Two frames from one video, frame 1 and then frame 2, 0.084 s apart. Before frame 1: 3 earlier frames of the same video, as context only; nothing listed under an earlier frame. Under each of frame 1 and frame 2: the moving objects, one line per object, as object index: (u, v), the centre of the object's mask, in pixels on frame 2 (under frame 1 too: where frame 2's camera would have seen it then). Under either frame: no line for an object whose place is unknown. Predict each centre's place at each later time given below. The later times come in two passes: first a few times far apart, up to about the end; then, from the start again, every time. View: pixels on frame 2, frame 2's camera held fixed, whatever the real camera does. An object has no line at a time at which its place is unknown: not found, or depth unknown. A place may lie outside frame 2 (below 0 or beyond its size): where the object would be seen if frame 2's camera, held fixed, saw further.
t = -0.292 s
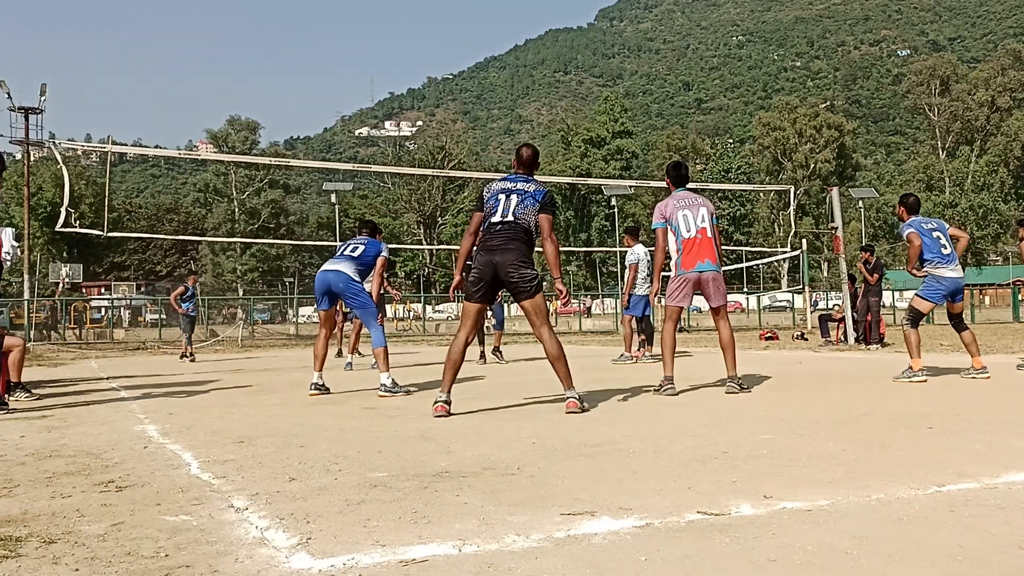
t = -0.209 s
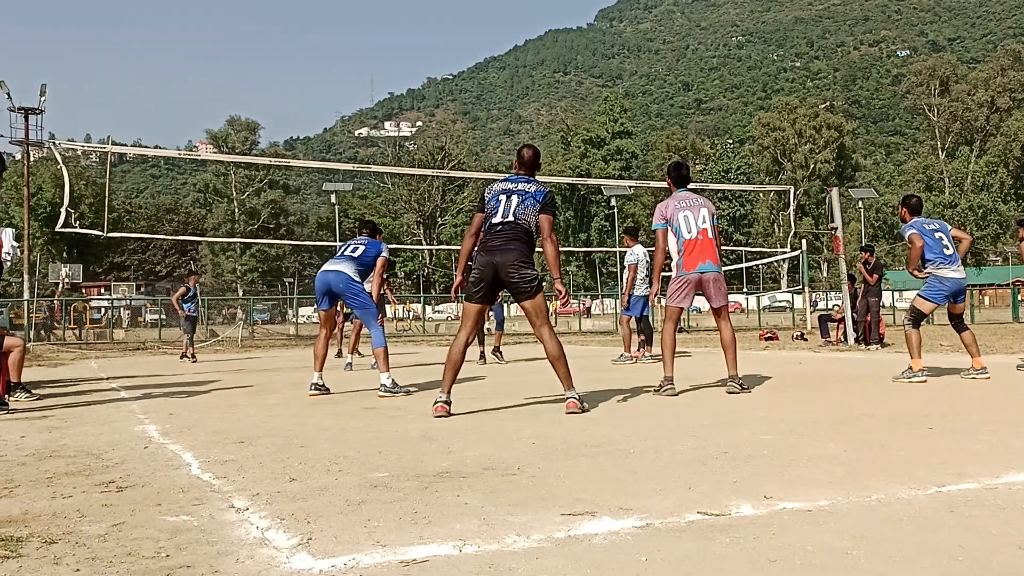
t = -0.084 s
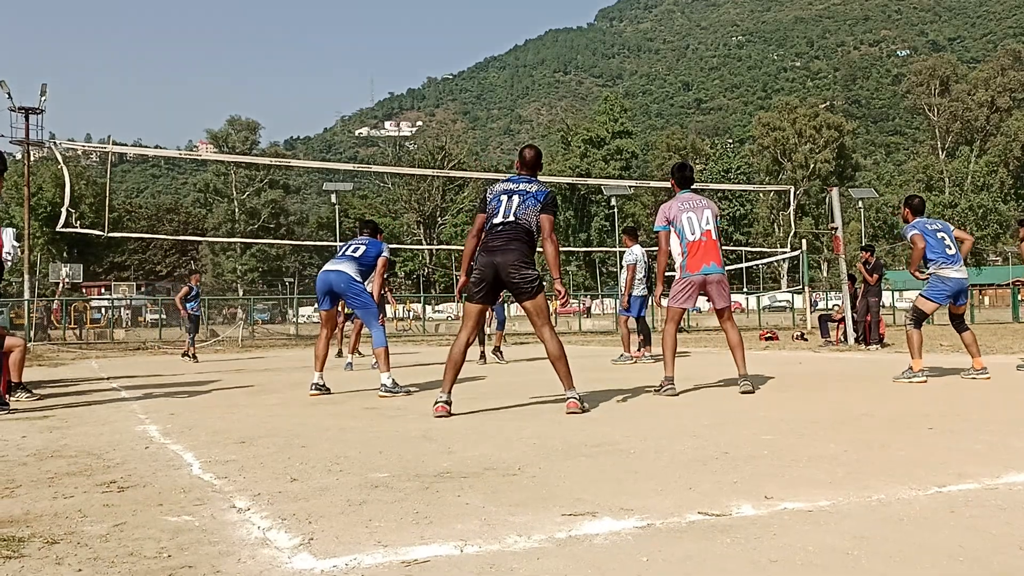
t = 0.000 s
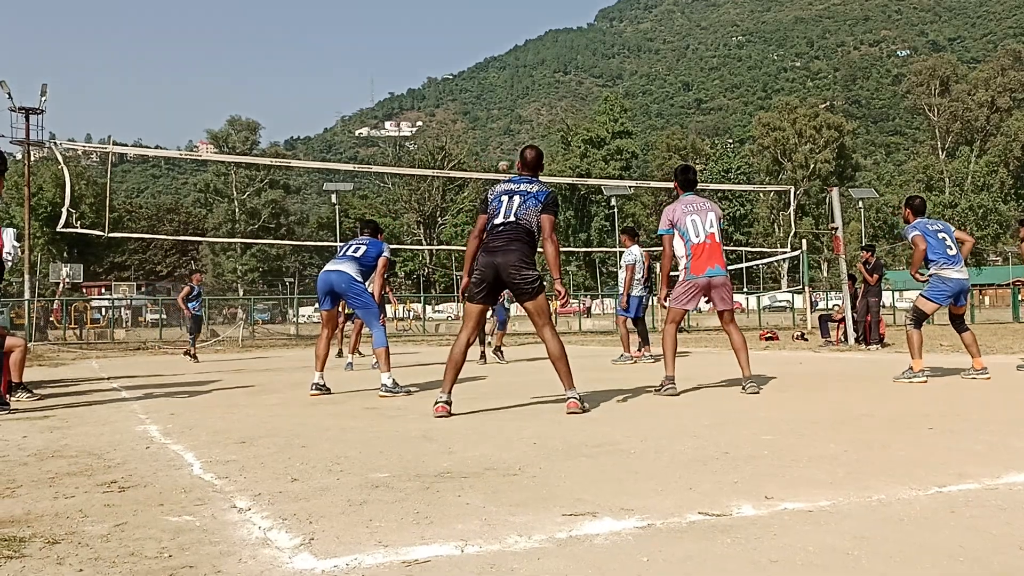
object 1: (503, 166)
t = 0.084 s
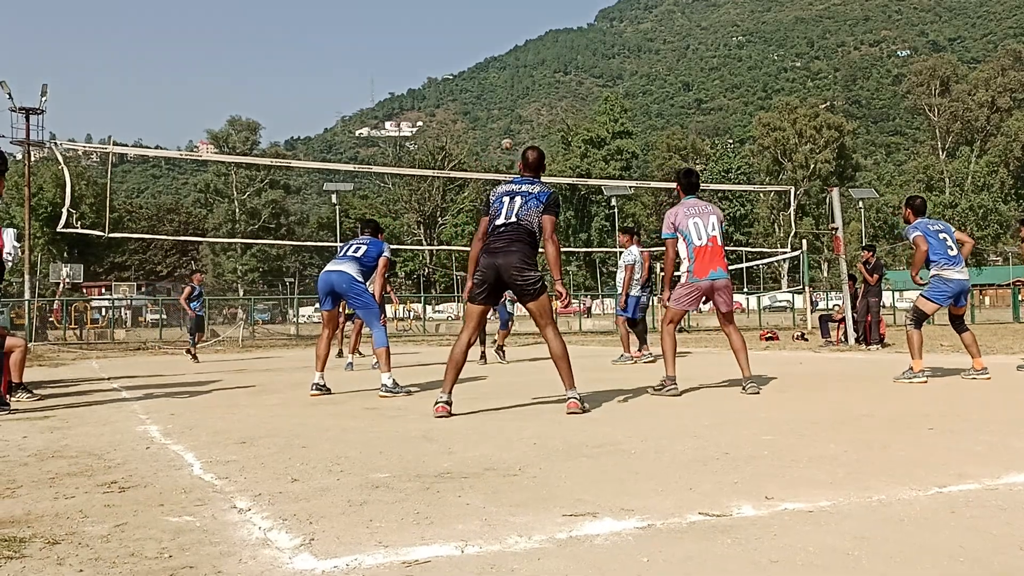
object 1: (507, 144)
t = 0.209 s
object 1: (511, 113)
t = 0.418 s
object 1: (516, 63)
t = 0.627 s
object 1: (520, 23)
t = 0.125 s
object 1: (508, 133)
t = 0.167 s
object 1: (510, 123)
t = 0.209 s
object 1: (511, 113)
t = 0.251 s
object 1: (513, 102)
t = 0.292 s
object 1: (513, 92)
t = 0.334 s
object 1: (515, 82)
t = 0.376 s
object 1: (515, 73)
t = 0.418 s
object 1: (516, 63)
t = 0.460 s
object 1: (517, 54)
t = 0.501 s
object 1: (518, 46)
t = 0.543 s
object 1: (518, 37)
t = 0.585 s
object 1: (519, 30)
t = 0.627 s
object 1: (520, 23)
